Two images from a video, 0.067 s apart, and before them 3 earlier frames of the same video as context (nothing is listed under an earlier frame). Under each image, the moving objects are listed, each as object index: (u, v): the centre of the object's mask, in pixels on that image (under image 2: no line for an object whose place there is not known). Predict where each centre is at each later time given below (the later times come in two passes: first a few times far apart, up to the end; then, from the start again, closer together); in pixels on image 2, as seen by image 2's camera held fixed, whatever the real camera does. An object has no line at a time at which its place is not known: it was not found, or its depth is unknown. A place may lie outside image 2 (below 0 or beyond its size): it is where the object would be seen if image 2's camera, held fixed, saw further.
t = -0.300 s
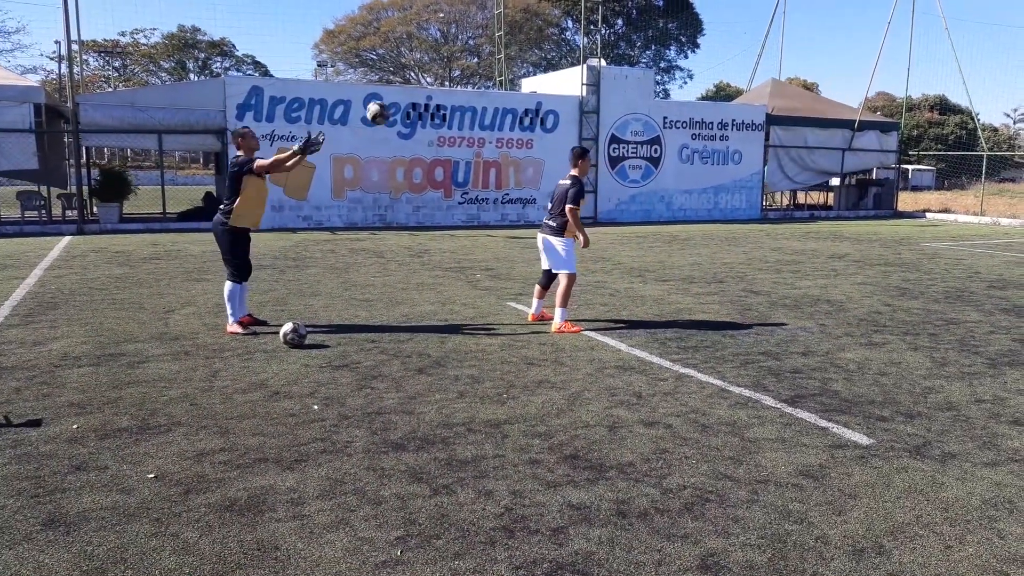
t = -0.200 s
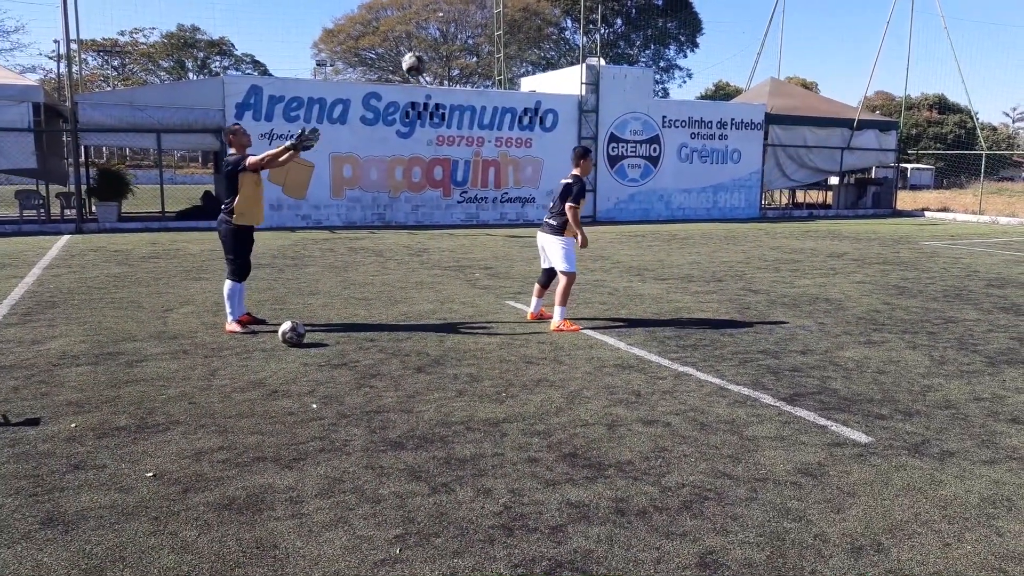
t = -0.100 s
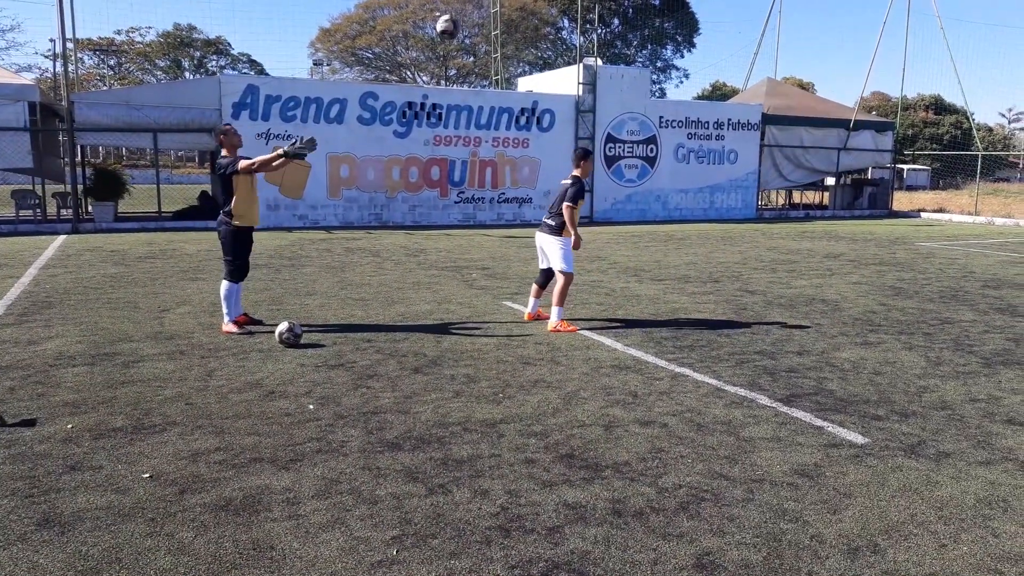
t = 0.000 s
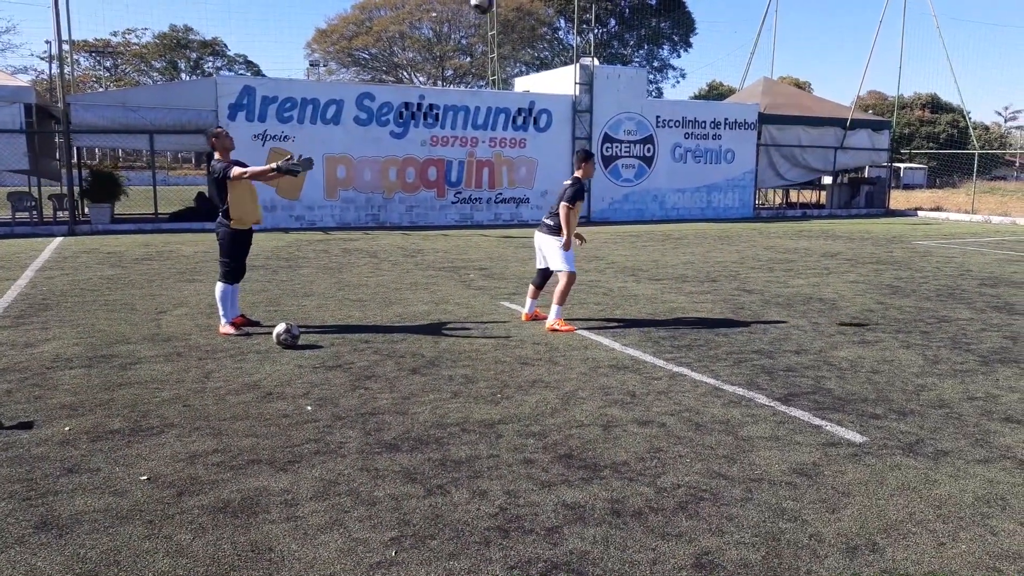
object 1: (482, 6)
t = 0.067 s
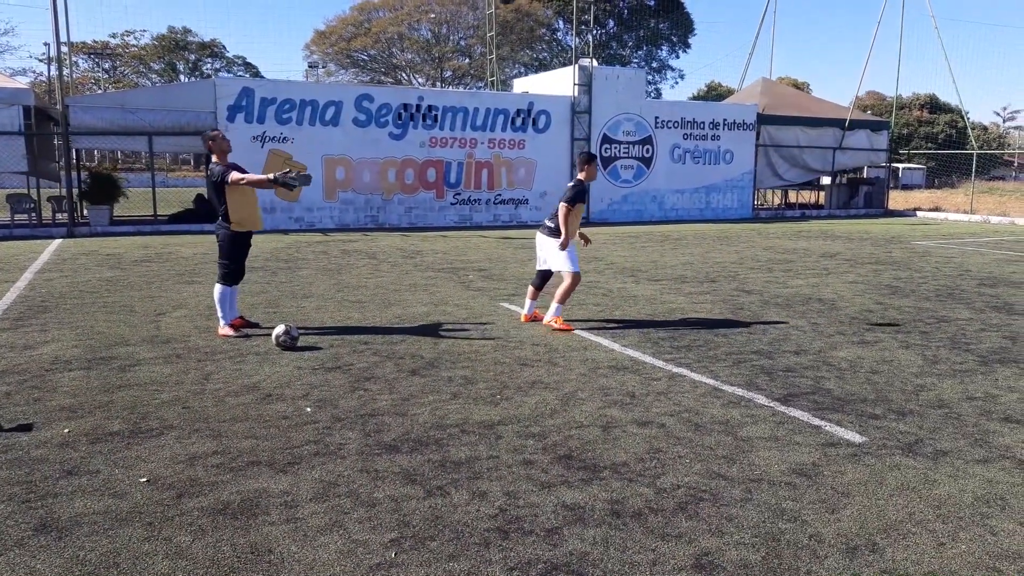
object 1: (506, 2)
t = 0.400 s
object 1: (632, 12)
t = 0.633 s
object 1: (715, 95)
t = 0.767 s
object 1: (760, 168)
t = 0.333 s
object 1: (607, 7)
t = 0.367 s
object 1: (620, 9)
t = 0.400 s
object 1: (632, 12)
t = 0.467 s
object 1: (657, 29)
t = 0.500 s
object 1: (668, 39)
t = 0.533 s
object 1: (681, 52)
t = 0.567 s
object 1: (693, 66)
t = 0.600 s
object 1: (705, 81)
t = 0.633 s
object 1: (715, 95)
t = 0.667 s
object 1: (727, 112)
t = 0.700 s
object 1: (739, 130)
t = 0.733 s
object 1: (750, 148)
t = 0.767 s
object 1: (760, 168)
